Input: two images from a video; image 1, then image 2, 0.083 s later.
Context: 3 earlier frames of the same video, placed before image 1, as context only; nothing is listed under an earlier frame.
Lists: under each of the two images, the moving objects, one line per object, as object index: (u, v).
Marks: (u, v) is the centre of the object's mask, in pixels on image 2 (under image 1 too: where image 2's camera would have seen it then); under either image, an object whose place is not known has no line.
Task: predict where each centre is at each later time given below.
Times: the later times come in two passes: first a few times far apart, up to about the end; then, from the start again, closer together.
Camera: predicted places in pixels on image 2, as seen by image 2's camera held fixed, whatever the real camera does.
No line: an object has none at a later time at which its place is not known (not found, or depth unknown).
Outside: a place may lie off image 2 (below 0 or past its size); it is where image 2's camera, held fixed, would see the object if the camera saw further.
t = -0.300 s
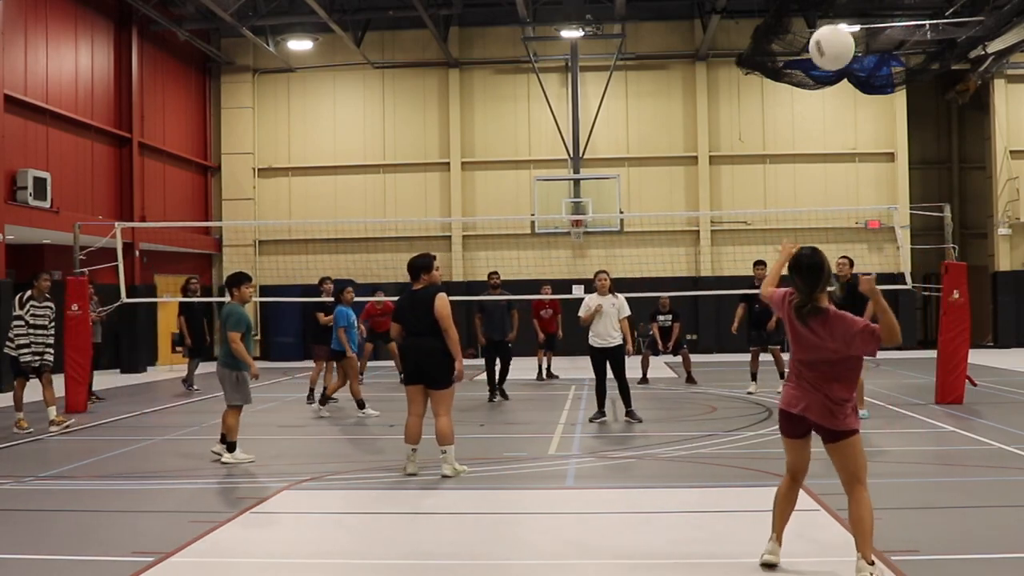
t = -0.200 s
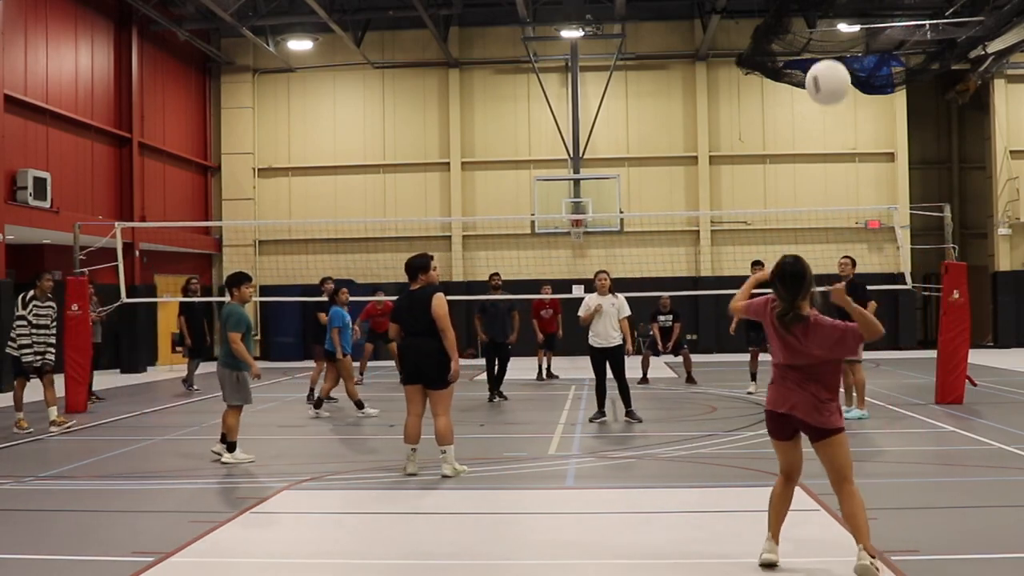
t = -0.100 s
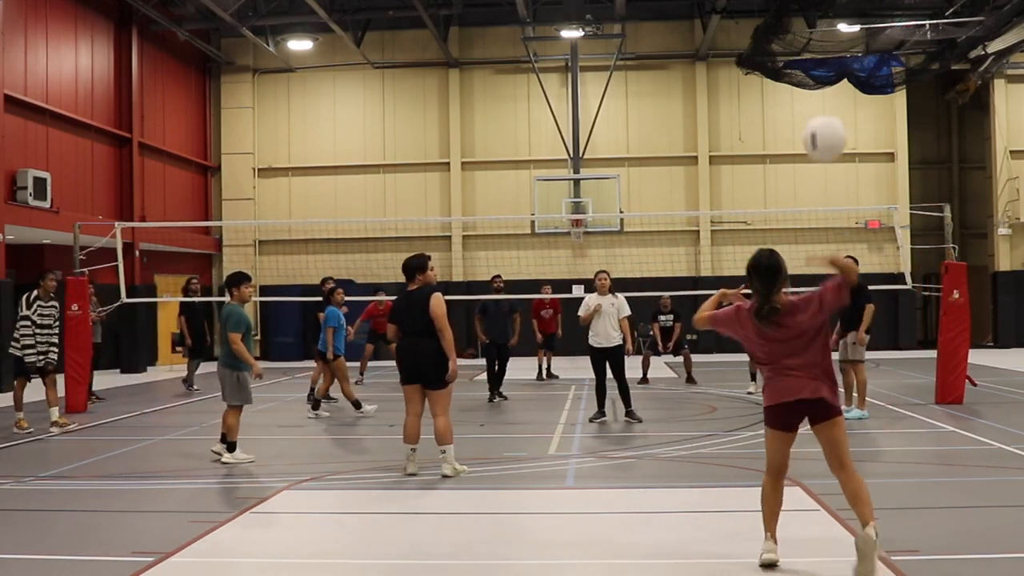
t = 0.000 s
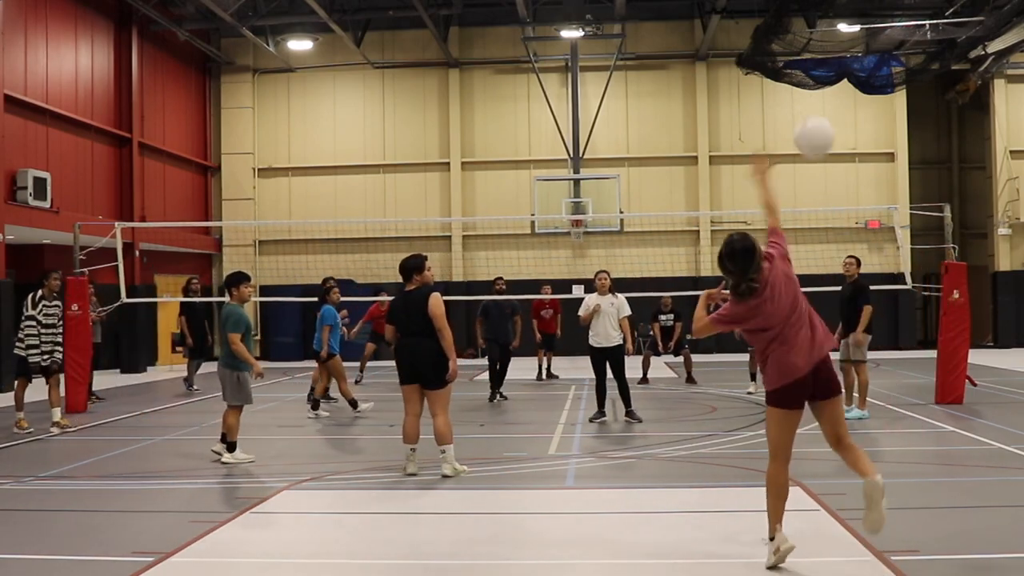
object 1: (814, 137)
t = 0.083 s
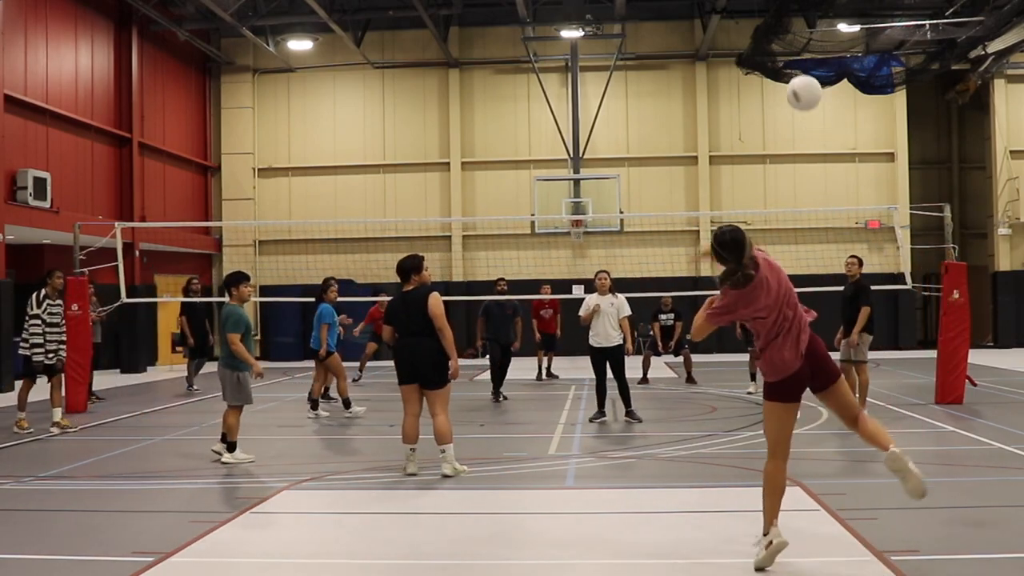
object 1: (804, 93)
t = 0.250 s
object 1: (792, 61)
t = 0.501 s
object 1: (787, 85)
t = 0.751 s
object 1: (786, 152)
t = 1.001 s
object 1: (787, 244)
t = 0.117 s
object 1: (801, 81)
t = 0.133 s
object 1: (799, 77)
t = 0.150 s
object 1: (798, 73)
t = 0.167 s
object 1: (797, 70)
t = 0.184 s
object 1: (796, 68)
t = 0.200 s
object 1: (795, 65)
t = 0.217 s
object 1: (794, 63)
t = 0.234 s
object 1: (793, 62)
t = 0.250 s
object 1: (792, 61)
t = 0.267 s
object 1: (792, 61)
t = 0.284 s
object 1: (791, 61)
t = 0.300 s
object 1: (790, 61)
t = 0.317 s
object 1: (790, 61)
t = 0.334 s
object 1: (789, 62)
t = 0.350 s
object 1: (789, 63)
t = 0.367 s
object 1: (789, 65)
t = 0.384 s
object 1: (788, 67)
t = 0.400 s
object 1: (788, 69)
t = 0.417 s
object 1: (787, 71)
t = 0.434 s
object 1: (787, 73)
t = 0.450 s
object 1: (787, 76)
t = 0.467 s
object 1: (787, 79)
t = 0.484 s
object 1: (787, 82)
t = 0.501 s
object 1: (787, 85)
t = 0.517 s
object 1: (786, 89)
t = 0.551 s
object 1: (786, 97)
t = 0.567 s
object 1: (786, 100)
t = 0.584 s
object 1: (786, 104)
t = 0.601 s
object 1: (785, 109)
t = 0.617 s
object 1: (785, 113)
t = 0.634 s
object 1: (785, 118)
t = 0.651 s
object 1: (785, 122)
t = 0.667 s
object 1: (785, 127)
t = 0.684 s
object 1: (785, 132)
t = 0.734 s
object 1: (785, 147)
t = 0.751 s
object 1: (786, 152)
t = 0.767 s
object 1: (785, 158)
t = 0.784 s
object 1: (786, 163)
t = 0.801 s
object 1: (786, 169)
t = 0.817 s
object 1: (786, 175)
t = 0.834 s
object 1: (786, 181)
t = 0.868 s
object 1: (786, 193)
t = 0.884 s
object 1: (786, 199)
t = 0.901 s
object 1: (786, 203)
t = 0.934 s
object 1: (786, 219)
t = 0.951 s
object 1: (787, 224)
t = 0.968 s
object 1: (787, 230)
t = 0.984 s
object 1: (787, 237)
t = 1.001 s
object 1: (787, 244)
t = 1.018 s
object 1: (787, 250)
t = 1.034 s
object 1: (787, 257)
